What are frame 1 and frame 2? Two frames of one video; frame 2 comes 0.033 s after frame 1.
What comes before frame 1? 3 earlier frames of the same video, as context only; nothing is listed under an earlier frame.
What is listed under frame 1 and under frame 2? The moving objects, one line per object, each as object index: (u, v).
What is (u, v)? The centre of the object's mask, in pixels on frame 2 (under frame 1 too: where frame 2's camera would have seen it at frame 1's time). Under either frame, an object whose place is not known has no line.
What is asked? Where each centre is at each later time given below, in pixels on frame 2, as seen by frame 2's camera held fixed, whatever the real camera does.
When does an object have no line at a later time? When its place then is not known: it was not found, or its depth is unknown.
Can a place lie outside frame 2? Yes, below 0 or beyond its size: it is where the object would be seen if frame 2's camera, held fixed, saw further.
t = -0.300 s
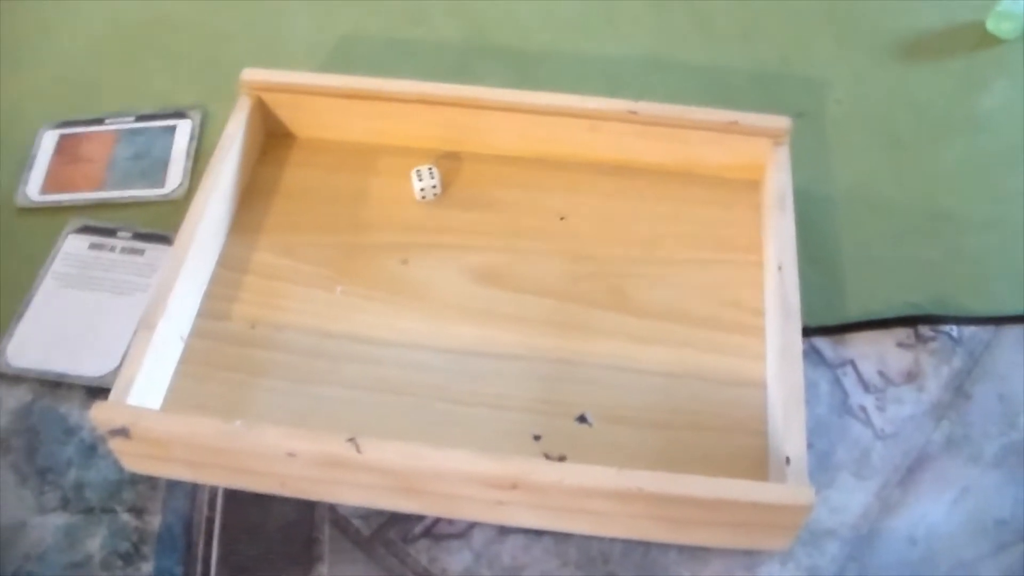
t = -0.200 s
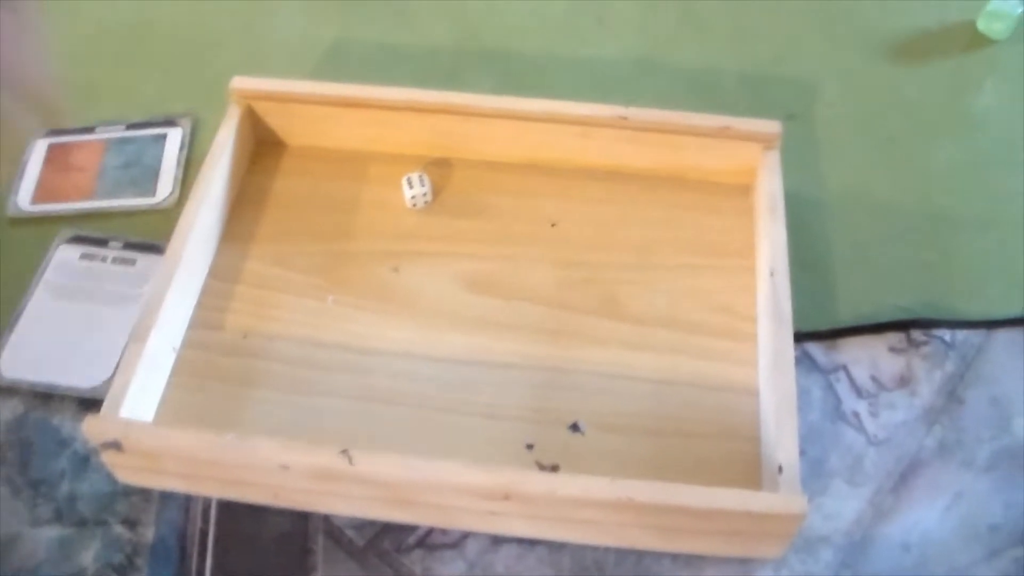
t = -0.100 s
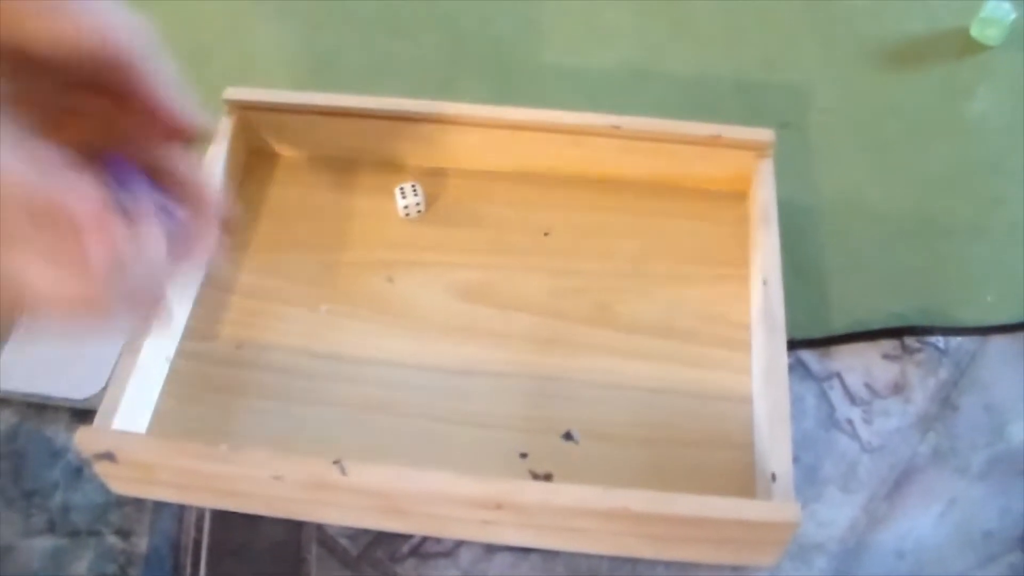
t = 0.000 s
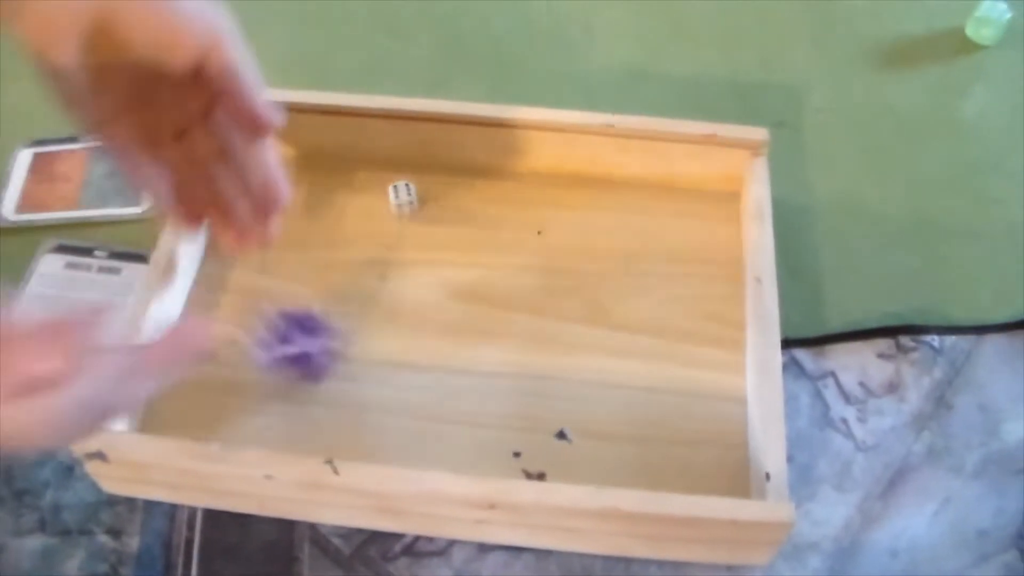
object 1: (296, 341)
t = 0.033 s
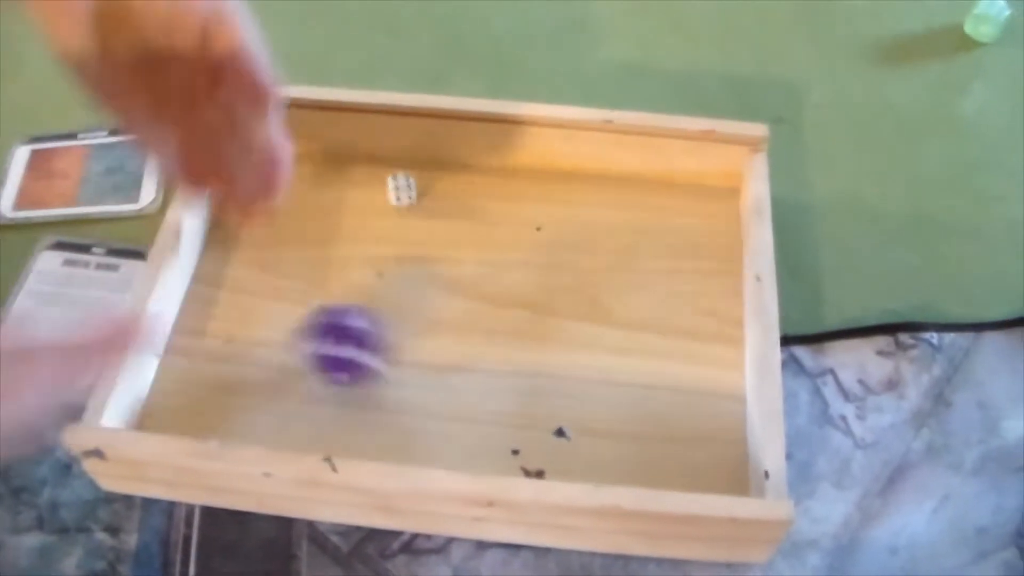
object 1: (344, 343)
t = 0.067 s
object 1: (388, 353)
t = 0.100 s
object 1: (435, 358)
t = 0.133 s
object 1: (474, 366)
